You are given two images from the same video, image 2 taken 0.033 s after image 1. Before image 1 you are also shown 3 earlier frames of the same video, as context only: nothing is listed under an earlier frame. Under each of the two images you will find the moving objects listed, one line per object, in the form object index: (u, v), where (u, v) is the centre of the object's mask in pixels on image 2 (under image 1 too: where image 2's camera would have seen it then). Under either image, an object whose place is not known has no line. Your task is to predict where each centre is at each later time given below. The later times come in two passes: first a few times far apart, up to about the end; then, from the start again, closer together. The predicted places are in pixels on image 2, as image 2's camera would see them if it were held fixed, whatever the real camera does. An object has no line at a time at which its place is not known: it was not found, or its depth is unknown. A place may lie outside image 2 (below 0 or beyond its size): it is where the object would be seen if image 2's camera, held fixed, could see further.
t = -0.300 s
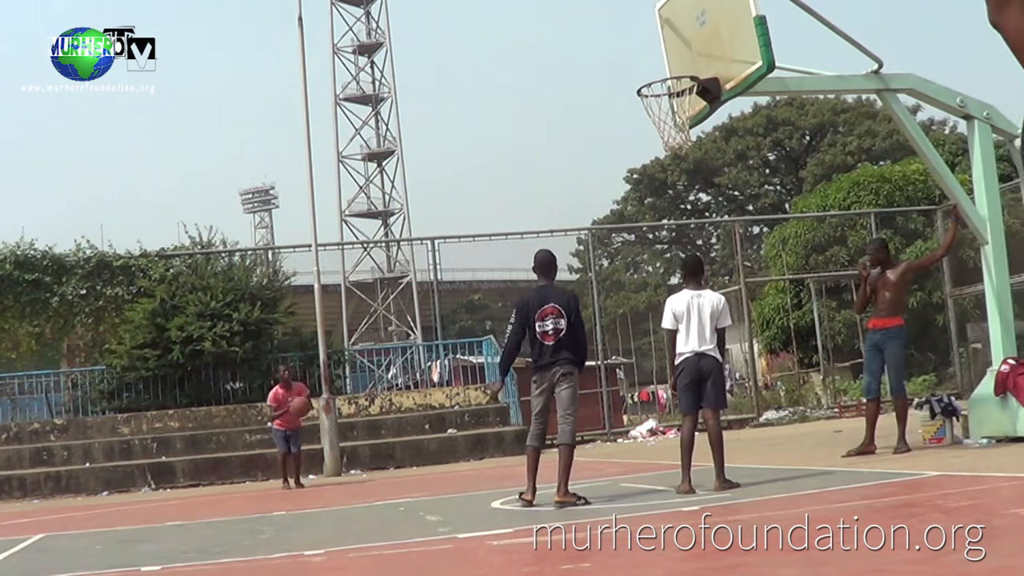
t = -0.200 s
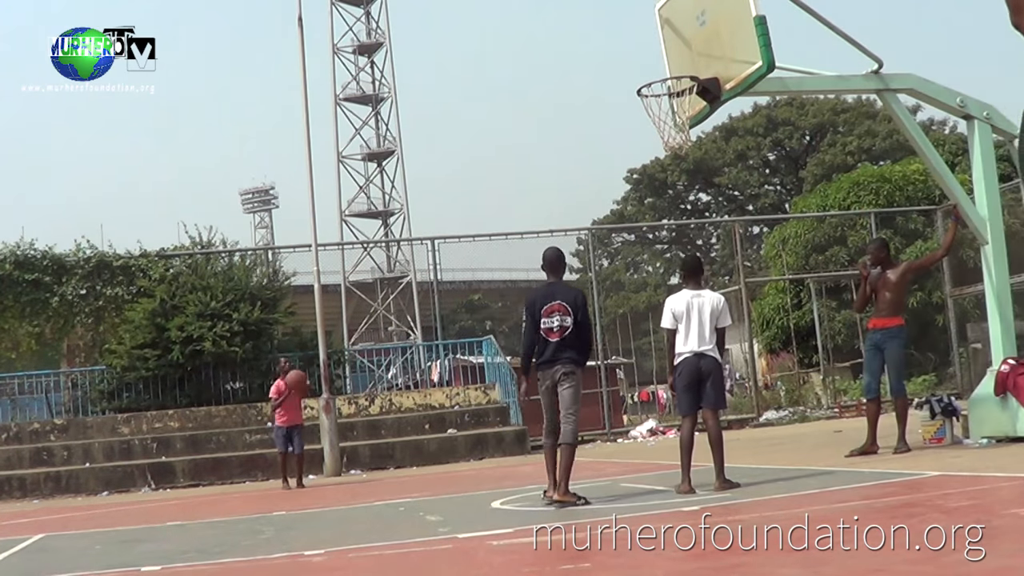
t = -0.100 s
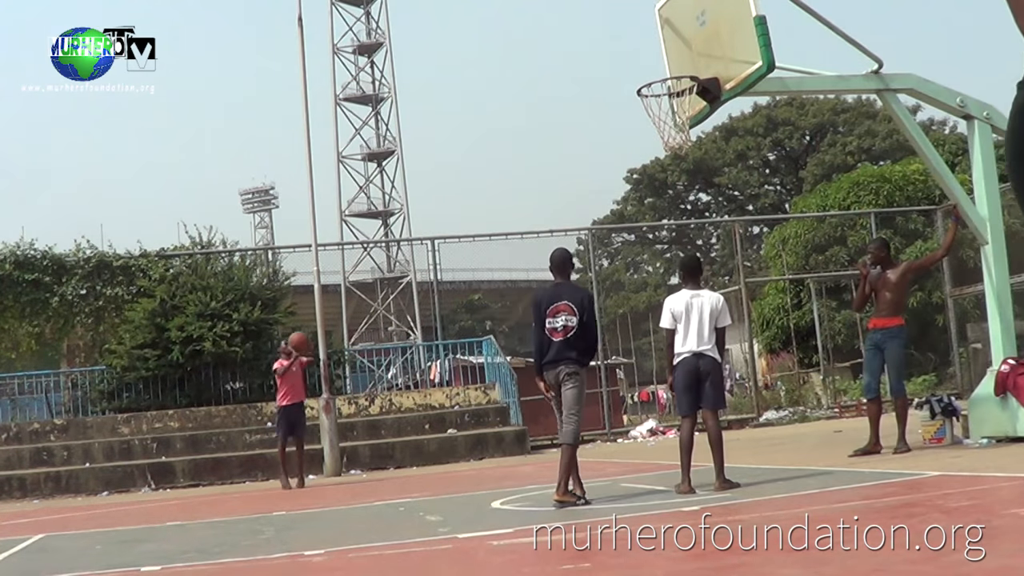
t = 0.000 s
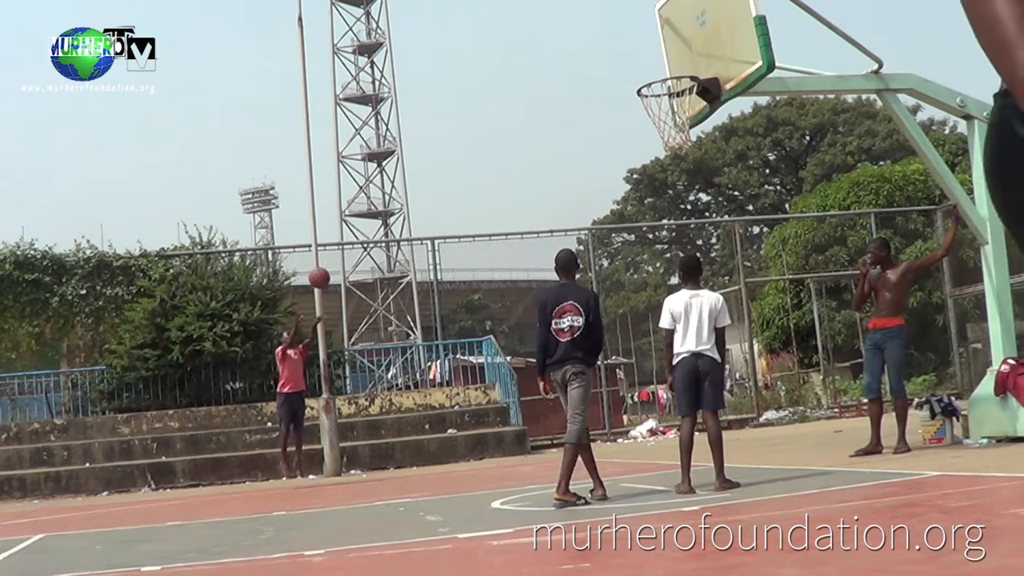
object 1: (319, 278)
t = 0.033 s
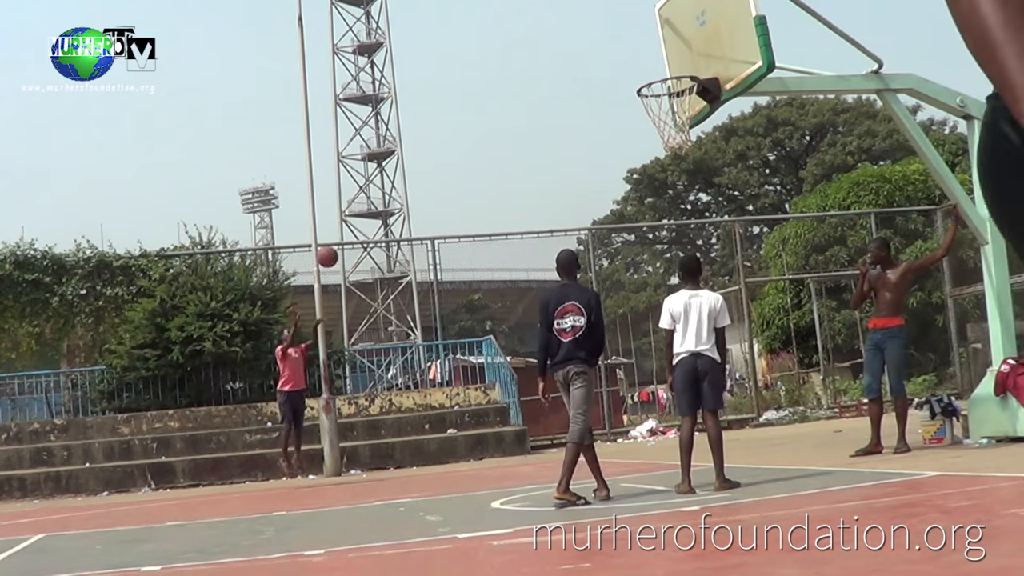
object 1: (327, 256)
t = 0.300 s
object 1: (401, 113)
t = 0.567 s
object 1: (493, 18)
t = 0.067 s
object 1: (335, 236)
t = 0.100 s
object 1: (343, 216)
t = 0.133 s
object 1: (353, 197)
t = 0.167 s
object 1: (362, 179)
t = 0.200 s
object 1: (371, 162)
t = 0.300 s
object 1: (401, 113)
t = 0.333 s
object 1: (411, 98)
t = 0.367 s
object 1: (422, 84)
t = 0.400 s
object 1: (433, 71)
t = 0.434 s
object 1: (444, 59)
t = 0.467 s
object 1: (456, 47)
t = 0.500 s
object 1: (468, 36)
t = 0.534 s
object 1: (480, 27)
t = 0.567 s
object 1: (493, 18)
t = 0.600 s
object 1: (506, 10)
